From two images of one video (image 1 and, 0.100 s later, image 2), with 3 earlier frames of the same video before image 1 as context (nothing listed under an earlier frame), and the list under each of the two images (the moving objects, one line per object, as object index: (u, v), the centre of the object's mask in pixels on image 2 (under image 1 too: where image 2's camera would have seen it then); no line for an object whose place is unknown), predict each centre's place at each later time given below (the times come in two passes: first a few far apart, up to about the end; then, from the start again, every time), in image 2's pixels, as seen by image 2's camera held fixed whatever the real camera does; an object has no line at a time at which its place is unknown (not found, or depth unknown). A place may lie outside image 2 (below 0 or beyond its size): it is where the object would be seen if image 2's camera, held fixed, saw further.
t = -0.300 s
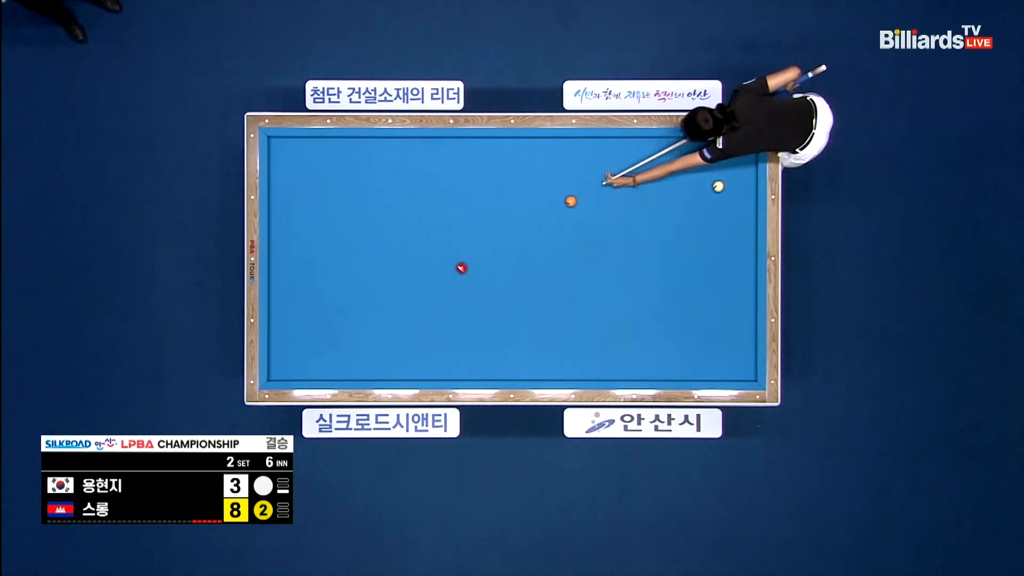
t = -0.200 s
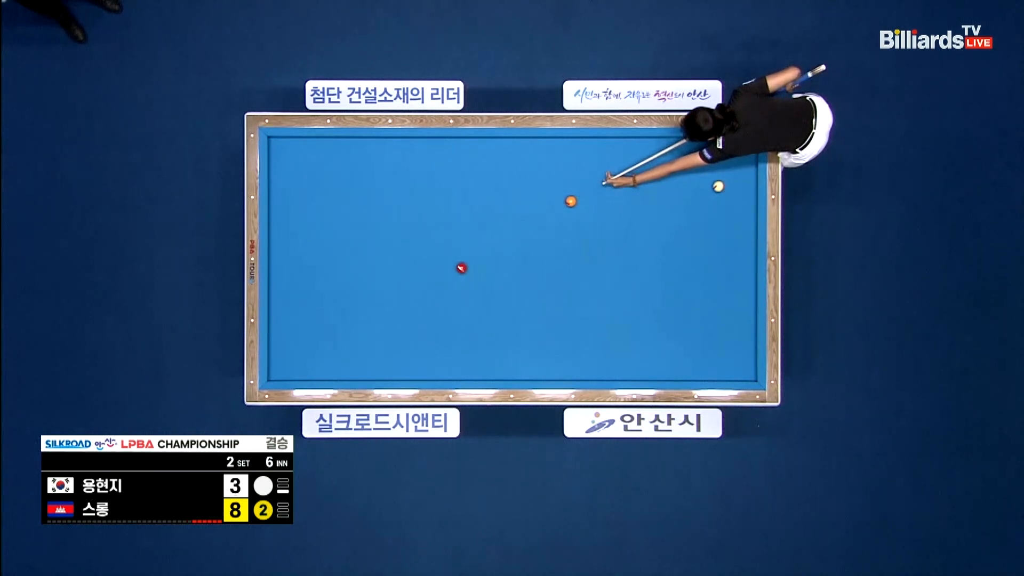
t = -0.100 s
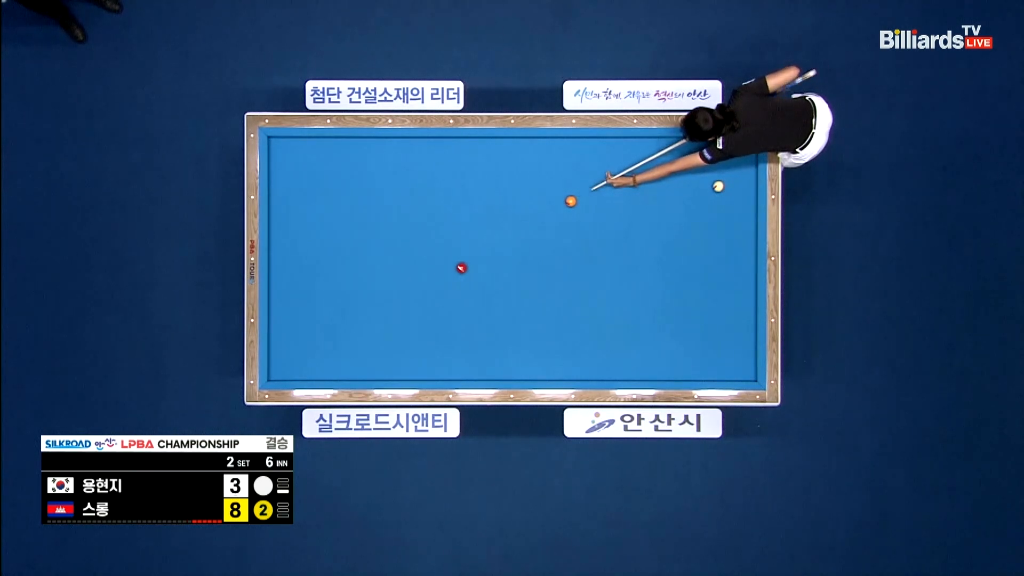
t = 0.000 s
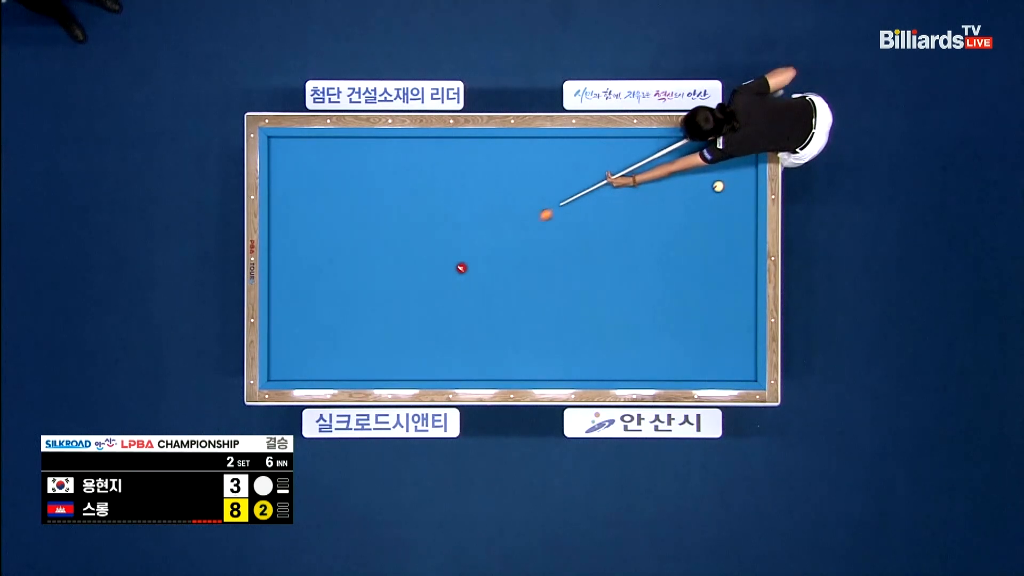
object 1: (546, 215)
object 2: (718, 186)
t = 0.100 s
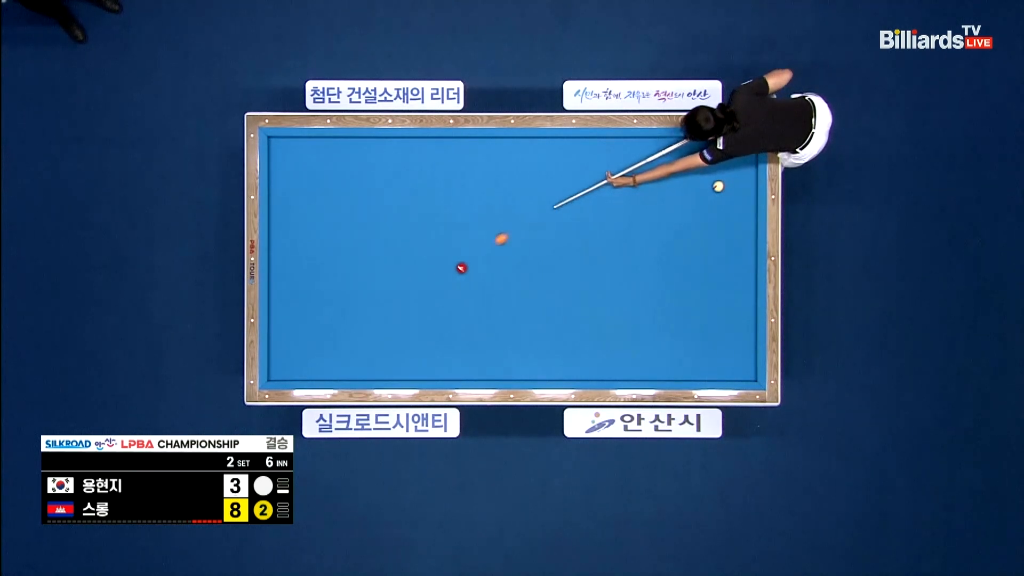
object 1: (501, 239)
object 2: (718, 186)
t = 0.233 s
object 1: (450, 254)
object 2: (718, 186)
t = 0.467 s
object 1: (374, 241)
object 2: (718, 186)
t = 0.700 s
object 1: (296, 238)
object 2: (718, 186)
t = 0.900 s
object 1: (307, 228)
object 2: (718, 186)
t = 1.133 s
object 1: (356, 214)
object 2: (718, 186)
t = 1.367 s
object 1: (398, 200)
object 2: (718, 186)
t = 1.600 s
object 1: (439, 186)
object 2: (718, 186)
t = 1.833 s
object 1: (481, 173)
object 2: (718, 186)
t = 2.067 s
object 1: (521, 159)
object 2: (718, 186)
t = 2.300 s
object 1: (561, 146)
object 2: (718, 186)
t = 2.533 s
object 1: (597, 147)
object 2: (718, 186)
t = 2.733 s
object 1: (626, 152)
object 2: (718, 186)
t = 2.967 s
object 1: (659, 159)
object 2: (718, 186)
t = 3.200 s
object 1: (691, 165)
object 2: (718, 186)
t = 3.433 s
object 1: (724, 171)
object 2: (718, 186)
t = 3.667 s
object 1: (751, 178)
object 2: (718, 186)
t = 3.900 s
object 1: (730, 187)
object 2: (718, 186)
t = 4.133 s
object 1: (724, 197)
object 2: (708, 185)
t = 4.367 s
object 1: (718, 207)
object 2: (698, 185)
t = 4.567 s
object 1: (714, 215)
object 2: (689, 184)
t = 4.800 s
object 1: (708, 225)
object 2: (680, 183)
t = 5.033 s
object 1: (703, 233)
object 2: (671, 183)
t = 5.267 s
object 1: (698, 242)
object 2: (663, 182)
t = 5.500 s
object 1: (693, 250)
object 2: (655, 182)
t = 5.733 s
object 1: (689, 258)
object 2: (647, 181)
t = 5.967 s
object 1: (685, 265)
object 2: (639, 181)
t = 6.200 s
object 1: (681, 272)
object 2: (633, 181)
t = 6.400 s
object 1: (677, 278)
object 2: (627, 181)
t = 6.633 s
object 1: (674, 284)
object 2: (621, 181)
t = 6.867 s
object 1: (671, 290)
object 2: (615, 181)
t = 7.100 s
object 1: (668, 296)
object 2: (610, 181)
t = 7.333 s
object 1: (664, 301)
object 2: (605, 180)
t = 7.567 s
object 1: (662, 306)
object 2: (600, 181)
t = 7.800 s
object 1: (659, 311)
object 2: (596, 181)
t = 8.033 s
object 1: (657, 315)
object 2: (592, 182)
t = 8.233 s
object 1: (655, 318)
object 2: (589, 182)
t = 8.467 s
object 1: (653, 322)
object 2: (586, 182)
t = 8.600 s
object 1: (652, 324)
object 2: (584, 183)
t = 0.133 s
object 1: (487, 246)
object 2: (718, 186)
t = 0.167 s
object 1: (473, 254)
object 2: (718, 186)
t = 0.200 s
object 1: (460, 257)
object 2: (718, 186)
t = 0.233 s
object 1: (450, 254)
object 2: (718, 186)
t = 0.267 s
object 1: (439, 251)
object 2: (718, 186)
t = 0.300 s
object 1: (429, 249)
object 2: (718, 186)
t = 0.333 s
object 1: (418, 247)
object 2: (718, 186)
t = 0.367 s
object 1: (407, 245)
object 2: (718, 186)
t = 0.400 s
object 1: (396, 244)
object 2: (718, 186)
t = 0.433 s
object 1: (385, 243)
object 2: (718, 186)
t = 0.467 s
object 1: (374, 241)
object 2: (718, 186)
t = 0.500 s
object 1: (363, 241)
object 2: (718, 186)
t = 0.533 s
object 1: (352, 241)
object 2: (718, 186)
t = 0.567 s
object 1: (340, 240)
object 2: (718, 186)
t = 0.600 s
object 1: (329, 240)
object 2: (718, 186)
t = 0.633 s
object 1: (318, 239)
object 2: (718, 186)
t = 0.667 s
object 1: (307, 239)
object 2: (718, 186)
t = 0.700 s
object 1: (296, 238)
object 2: (718, 186)
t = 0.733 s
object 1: (285, 238)
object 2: (718, 186)
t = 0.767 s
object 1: (274, 237)
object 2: (718, 186)
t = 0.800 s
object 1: (280, 235)
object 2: (718, 186)
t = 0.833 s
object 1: (289, 233)
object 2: (718, 186)
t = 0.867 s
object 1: (298, 230)
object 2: (718, 186)
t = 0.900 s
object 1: (307, 228)
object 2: (718, 186)
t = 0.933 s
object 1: (315, 226)
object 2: (718, 186)
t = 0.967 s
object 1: (322, 224)
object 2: (718, 186)
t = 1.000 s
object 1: (330, 222)
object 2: (718, 186)
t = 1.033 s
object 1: (337, 220)
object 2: (718, 186)
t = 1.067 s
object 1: (343, 218)
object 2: (718, 186)
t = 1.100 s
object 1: (350, 216)
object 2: (718, 186)
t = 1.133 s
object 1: (356, 214)
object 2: (718, 186)
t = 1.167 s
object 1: (362, 212)
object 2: (718, 186)
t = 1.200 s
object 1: (368, 210)
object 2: (718, 186)
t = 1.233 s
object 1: (374, 208)
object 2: (718, 186)
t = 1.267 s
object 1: (380, 206)
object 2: (718, 186)
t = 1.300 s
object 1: (386, 204)
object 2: (718, 186)
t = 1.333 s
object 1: (392, 202)
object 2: (718, 186)
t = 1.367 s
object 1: (398, 200)
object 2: (718, 186)
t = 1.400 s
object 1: (404, 198)
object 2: (718, 186)
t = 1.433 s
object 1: (410, 196)
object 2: (718, 186)
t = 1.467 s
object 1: (416, 194)
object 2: (718, 186)
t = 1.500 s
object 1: (422, 192)
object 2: (718, 186)
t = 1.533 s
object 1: (428, 190)
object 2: (718, 186)
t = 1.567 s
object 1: (433, 189)
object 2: (718, 186)
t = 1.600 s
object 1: (439, 186)
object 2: (718, 186)
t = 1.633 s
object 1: (446, 184)
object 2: (718, 186)
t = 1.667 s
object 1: (452, 182)
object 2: (718, 186)
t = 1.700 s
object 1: (457, 180)
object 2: (718, 186)
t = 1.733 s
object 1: (463, 179)
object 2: (718, 186)
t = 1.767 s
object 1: (469, 177)
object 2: (718, 186)
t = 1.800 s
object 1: (475, 175)
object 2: (718, 186)
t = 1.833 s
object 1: (481, 173)
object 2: (718, 186)
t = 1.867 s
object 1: (486, 171)
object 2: (718, 186)
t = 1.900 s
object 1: (492, 169)
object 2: (718, 186)
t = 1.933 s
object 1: (498, 167)
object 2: (718, 186)
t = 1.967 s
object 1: (504, 165)
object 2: (718, 186)
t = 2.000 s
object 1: (510, 163)
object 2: (718, 186)
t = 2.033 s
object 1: (515, 161)
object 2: (718, 186)
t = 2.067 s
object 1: (521, 159)
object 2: (718, 186)
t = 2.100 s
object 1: (527, 158)
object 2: (718, 186)
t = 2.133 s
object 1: (532, 155)
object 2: (718, 186)
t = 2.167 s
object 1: (539, 154)
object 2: (718, 186)
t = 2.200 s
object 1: (544, 152)
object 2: (718, 186)
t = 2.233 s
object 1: (550, 150)
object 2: (718, 186)
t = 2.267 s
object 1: (555, 148)
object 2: (718, 186)
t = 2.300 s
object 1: (561, 146)
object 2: (718, 186)
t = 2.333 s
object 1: (567, 144)
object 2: (718, 186)
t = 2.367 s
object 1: (573, 142)
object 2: (718, 186)
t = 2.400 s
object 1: (578, 143)
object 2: (718, 186)
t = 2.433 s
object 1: (582, 144)
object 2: (718, 186)
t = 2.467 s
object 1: (587, 145)
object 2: (718, 186)
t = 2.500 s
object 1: (592, 146)
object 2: (718, 186)
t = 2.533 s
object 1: (597, 147)
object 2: (718, 186)
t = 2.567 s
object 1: (602, 148)
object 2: (718, 186)
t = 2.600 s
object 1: (607, 149)
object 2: (718, 186)
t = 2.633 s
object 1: (611, 150)
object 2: (718, 186)
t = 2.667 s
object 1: (616, 151)
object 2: (718, 186)
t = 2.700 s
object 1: (621, 151)
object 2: (718, 186)
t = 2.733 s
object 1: (626, 152)
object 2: (718, 186)
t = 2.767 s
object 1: (630, 154)
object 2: (718, 186)
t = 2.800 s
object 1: (635, 154)
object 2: (718, 186)
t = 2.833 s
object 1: (640, 155)
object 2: (718, 186)
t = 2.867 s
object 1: (645, 156)
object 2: (718, 186)
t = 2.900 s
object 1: (649, 157)
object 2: (718, 186)
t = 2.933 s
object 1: (654, 158)
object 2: (718, 186)
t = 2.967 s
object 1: (659, 159)
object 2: (718, 186)
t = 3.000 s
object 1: (663, 160)
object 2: (718, 186)
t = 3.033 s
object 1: (668, 161)
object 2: (718, 186)
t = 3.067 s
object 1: (673, 161)
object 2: (718, 186)
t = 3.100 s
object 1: (677, 162)
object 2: (718, 186)
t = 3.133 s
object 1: (682, 163)
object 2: (718, 186)
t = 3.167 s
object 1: (687, 164)
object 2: (718, 186)
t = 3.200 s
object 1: (691, 165)
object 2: (718, 186)
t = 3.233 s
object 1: (696, 166)
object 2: (718, 186)
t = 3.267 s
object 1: (701, 167)
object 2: (718, 186)
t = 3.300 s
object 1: (705, 168)
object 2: (718, 186)
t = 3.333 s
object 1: (710, 169)
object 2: (718, 186)
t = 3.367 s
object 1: (714, 169)
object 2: (718, 186)
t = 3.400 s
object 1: (719, 170)
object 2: (718, 186)
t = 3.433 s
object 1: (724, 171)
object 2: (718, 186)
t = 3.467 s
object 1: (728, 172)
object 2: (718, 186)
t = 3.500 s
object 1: (733, 173)
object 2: (718, 186)
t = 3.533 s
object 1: (737, 174)
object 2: (718, 186)
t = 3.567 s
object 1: (742, 175)
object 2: (718, 186)
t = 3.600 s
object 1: (746, 176)
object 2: (718, 186)
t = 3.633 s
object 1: (751, 177)
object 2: (718, 186)
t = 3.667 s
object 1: (751, 178)
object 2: (718, 186)
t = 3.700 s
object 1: (747, 179)
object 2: (718, 186)
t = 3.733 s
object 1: (744, 181)
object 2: (718, 186)
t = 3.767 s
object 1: (741, 182)
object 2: (718, 186)
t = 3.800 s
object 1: (738, 183)
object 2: (718, 186)
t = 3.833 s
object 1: (736, 185)
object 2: (718, 186)
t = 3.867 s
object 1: (733, 186)
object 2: (718, 186)
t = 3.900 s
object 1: (730, 187)
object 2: (718, 186)
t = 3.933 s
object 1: (729, 189)
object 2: (717, 186)
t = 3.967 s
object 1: (728, 190)
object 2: (716, 186)
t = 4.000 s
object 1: (727, 191)
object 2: (714, 186)
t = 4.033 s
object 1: (726, 193)
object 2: (713, 186)
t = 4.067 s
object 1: (726, 195)
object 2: (711, 186)
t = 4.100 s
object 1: (725, 196)
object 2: (709, 186)
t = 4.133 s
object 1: (724, 197)
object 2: (708, 185)
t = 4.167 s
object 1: (723, 199)
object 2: (706, 185)
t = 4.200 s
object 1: (722, 200)
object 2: (705, 185)
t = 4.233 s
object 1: (722, 202)
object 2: (703, 185)
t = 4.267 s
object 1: (721, 203)
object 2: (702, 185)
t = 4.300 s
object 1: (720, 204)
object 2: (701, 185)
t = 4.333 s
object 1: (719, 206)
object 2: (699, 185)
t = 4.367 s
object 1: (718, 207)
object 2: (698, 185)
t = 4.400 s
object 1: (718, 209)
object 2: (696, 184)
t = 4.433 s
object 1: (717, 210)
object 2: (695, 184)
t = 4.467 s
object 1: (716, 211)
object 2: (694, 184)
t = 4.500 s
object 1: (715, 213)
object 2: (692, 184)
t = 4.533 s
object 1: (714, 214)
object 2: (691, 184)
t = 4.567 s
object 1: (714, 215)
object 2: (689, 184)
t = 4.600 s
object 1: (713, 217)
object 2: (688, 184)
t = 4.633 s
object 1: (712, 218)
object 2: (687, 184)
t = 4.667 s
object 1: (711, 219)
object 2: (685, 184)
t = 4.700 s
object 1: (710, 221)
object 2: (684, 184)
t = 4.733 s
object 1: (710, 222)
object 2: (683, 183)
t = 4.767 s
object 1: (709, 223)
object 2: (681, 183)
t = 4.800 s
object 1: (708, 225)
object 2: (680, 183)
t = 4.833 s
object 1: (708, 226)
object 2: (679, 183)
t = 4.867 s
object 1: (707, 227)
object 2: (677, 183)
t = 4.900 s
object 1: (706, 228)
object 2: (676, 183)
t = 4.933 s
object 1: (706, 230)
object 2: (675, 183)
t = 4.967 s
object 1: (705, 231)
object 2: (674, 183)
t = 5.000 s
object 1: (704, 232)
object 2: (672, 183)
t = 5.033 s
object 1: (703, 233)
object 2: (671, 183)
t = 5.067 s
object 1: (703, 235)
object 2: (670, 183)
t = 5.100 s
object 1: (702, 236)
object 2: (669, 183)
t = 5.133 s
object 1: (701, 237)
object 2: (667, 183)
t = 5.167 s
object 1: (700, 238)
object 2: (666, 183)
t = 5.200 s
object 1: (700, 239)
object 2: (665, 182)
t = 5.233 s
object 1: (699, 241)
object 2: (664, 182)
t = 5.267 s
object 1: (698, 242)
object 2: (663, 182)
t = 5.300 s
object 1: (698, 243)
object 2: (662, 182)
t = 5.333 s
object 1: (697, 244)
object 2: (661, 182)
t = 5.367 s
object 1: (696, 245)
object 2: (659, 182)
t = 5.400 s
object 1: (696, 246)
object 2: (658, 182)
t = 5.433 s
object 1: (695, 247)
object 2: (657, 182)
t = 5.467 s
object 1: (694, 249)
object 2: (656, 182)
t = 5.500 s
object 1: (693, 250)
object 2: (655, 182)
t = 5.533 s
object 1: (693, 251)
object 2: (654, 182)
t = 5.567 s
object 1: (692, 252)
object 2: (653, 181)
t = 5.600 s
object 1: (692, 253)
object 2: (651, 181)
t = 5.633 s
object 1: (691, 254)
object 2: (650, 181)
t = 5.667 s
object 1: (690, 255)
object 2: (649, 181)
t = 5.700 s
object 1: (690, 257)
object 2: (648, 181)
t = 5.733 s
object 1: (689, 258)
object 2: (647, 181)
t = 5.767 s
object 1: (689, 259)
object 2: (646, 181)
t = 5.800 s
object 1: (688, 260)
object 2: (645, 181)
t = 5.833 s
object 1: (687, 261)
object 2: (644, 181)
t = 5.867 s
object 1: (687, 262)
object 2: (643, 181)
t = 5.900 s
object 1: (686, 263)
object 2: (642, 181)
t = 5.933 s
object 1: (686, 264)
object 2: (641, 181)
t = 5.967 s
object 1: (685, 265)
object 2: (639, 181)
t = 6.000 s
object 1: (684, 266)
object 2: (639, 181)
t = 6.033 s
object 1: (684, 267)
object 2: (638, 181)
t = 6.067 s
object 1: (683, 268)
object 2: (636, 181)
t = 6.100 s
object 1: (683, 269)
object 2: (636, 181)
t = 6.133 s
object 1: (682, 270)
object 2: (635, 181)
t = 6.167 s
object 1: (681, 271)
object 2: (634, 181)
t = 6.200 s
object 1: (681, 272)
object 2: (633, 181)
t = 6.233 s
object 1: (680, 273)
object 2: (632, 181)
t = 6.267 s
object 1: (680, 274)
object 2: (631, 181)
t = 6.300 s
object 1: (679, 275)
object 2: (630, 181)
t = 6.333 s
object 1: (679, 276)
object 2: (629, 181)
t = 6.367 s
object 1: (678, 277)
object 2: (628, 181)
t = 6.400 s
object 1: (677, 278)
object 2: (627, 181)
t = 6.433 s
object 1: (677, 279)
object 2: (626, 181)
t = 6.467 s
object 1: (676, 280)
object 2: (625, 181)
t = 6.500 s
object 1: (676, 280)
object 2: (624, 181)
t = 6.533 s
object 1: (676, 281)
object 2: (624, 181)
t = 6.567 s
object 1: (675, 282)
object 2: (623, 181)
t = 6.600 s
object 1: (675, 283)
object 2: (622, 181)
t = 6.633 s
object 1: (674, 284)
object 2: (621, 181)
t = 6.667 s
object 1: (674, 285)
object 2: (620, 181)
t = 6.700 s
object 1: (673, 285)
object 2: (619, 181)
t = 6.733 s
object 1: (673, 286)
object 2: (619, 181)
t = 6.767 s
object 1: (672, 288)
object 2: (618, 181)
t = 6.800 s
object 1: (672, 288)
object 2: (617, 181)
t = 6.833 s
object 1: (671, 289)
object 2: (616, 181)
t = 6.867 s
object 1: (671, 290)
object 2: (615, 181)
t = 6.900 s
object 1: (670, 291)
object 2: (614, 181)
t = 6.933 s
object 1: (670, 292)
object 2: (614, 181)
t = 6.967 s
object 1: (669, 292)
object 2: (613, 181)
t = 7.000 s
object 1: (669, 293)
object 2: (612, 181)
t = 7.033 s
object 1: (668, 294)
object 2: (611, 181)
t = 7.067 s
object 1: (668, 295)
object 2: (611, 181)
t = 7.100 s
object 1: (668, 296)
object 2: (610, 181)
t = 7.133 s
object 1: (667, 296)
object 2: (609, 180)
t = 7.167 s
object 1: (667, 297)
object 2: (608, 180)
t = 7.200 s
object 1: (666, 298)
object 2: (608, 180)
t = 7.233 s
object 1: (666, 299)
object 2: (607, 180)
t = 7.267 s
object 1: (665, 299)
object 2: (606, 180)
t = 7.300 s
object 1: (665, 300)
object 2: (606, 180)
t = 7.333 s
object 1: (664, 301)
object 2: (605, 180)
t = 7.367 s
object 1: (664, 302)
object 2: (604, 180)
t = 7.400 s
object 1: (664, 302)
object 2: (604, 180)
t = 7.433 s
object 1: (663, 303)
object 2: (603, 180)
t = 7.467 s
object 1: (663, 304)
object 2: (602, 180)
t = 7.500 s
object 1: (662, 304)
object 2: (601, 180)
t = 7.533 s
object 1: (662, 305)
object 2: (601, 181)
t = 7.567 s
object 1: (662, 306)
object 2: (600, 181)
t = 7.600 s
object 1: (661, 307)
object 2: (599, 180)
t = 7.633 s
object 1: (661, 308)
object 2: (599, 181)
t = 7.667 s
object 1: (660, 308)
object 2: (598, 180)
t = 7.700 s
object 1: (660, 309)
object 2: (598, 181)
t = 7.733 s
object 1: (660, 309)
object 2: (597, 181)
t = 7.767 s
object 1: (660, 310)
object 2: (596, 181)
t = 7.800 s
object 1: (659, 311)
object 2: (596, 181)
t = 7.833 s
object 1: (659, 311)
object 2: (595, 181)
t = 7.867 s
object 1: (659, 312)
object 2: (595, 181)
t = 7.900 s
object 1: (658, 312)
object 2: (594, 181)
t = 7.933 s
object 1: (658, 313)
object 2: (594, 181)
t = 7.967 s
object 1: (657, 314)
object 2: (593, 181)
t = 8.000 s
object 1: (657, 314)
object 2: (593, 182)
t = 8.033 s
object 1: (657, 315)
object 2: (592, 182)
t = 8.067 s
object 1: (657, 316)
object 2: (592, 182)
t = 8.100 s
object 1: (656, 316)
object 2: (591, 182)
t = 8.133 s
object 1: (656, 317)
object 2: (591, 182)
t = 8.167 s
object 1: (655, 317)
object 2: (590, 182)
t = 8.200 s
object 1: (655, 318)
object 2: (590, 182)
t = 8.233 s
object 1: (655, 318)
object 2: (589, 182)
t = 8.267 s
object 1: (655, 319)
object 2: (589, 182)
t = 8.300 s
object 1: (654, 320)
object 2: (588, 182)
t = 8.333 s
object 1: (654, 320)
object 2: (588, 182)
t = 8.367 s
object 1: (654, 321)
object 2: (587, 182)
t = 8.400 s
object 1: (654, 321)
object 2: (587, 182)
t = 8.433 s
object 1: (653, 322)
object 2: (586, 182)
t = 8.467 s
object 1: (653, 322)
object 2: (586, 182)
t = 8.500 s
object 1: (653, 323)
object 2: (586, 182)
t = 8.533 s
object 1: (653, 323)
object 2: (585, 182)
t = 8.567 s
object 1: (652, 324)
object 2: (585, 183)
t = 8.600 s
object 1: (652, 324)
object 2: (584, 183)
